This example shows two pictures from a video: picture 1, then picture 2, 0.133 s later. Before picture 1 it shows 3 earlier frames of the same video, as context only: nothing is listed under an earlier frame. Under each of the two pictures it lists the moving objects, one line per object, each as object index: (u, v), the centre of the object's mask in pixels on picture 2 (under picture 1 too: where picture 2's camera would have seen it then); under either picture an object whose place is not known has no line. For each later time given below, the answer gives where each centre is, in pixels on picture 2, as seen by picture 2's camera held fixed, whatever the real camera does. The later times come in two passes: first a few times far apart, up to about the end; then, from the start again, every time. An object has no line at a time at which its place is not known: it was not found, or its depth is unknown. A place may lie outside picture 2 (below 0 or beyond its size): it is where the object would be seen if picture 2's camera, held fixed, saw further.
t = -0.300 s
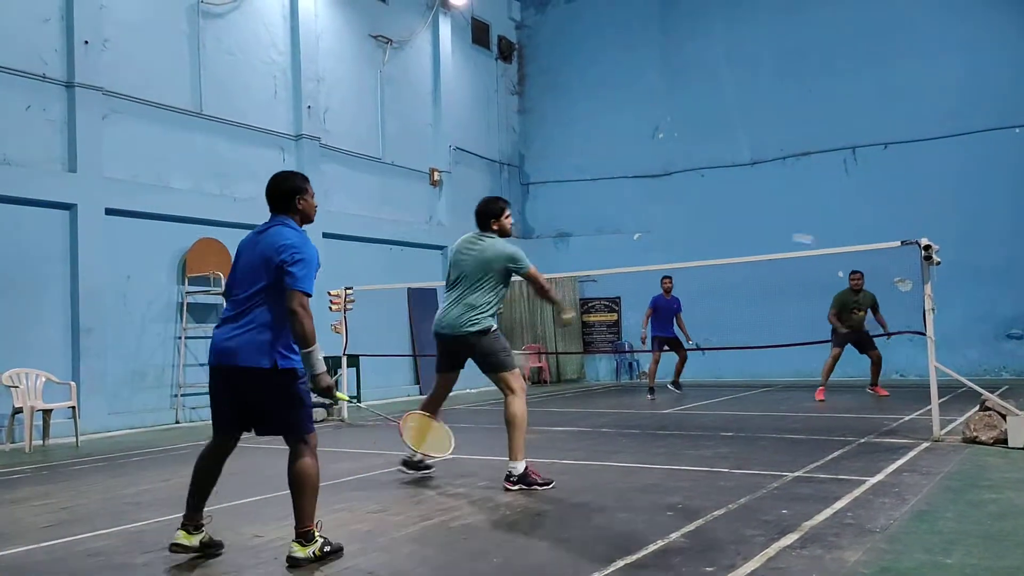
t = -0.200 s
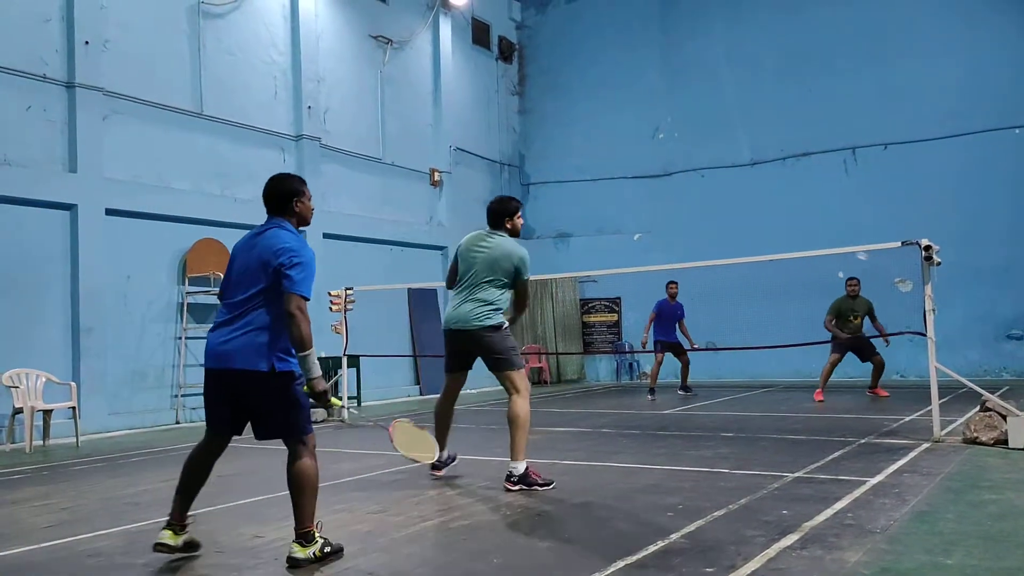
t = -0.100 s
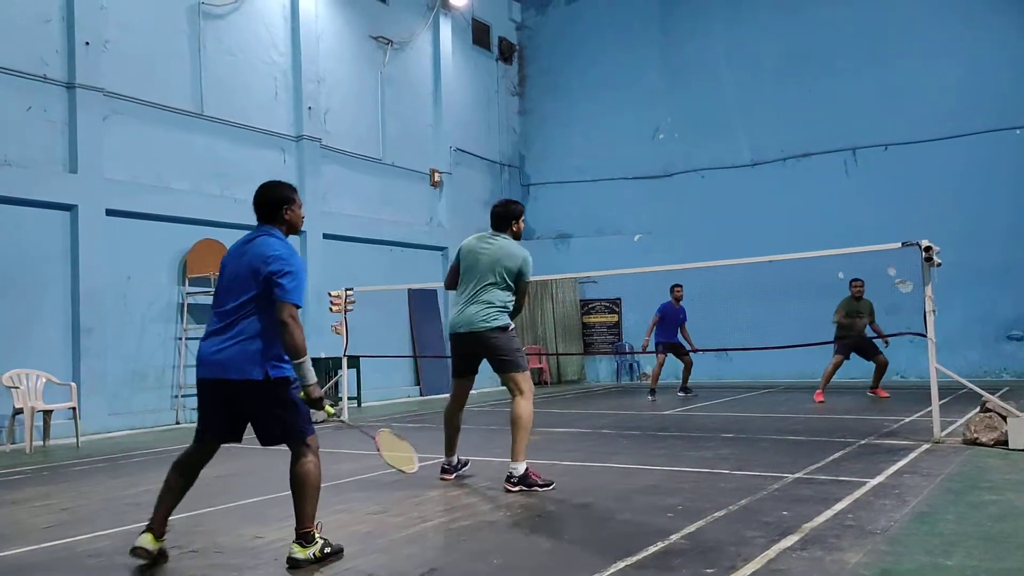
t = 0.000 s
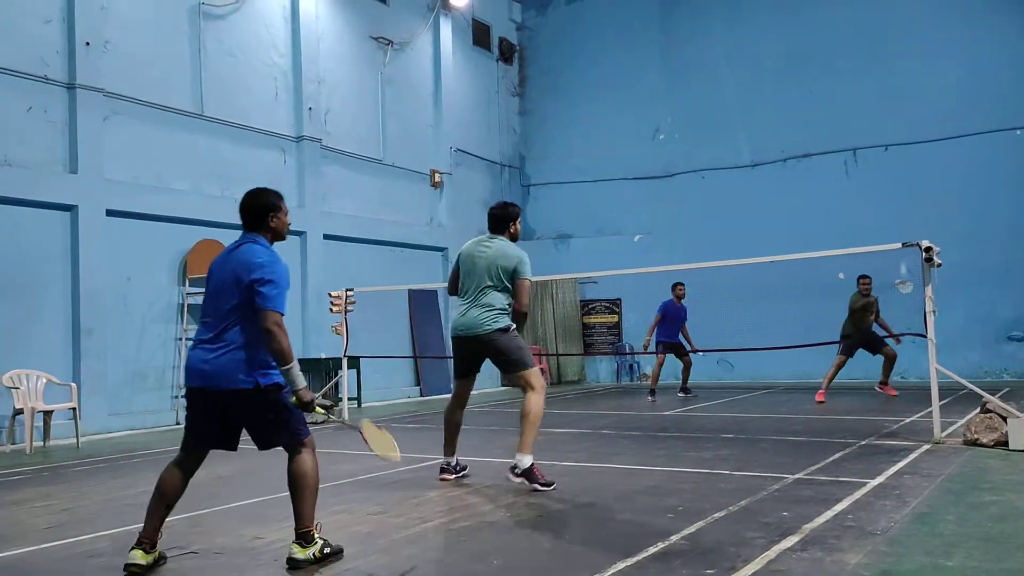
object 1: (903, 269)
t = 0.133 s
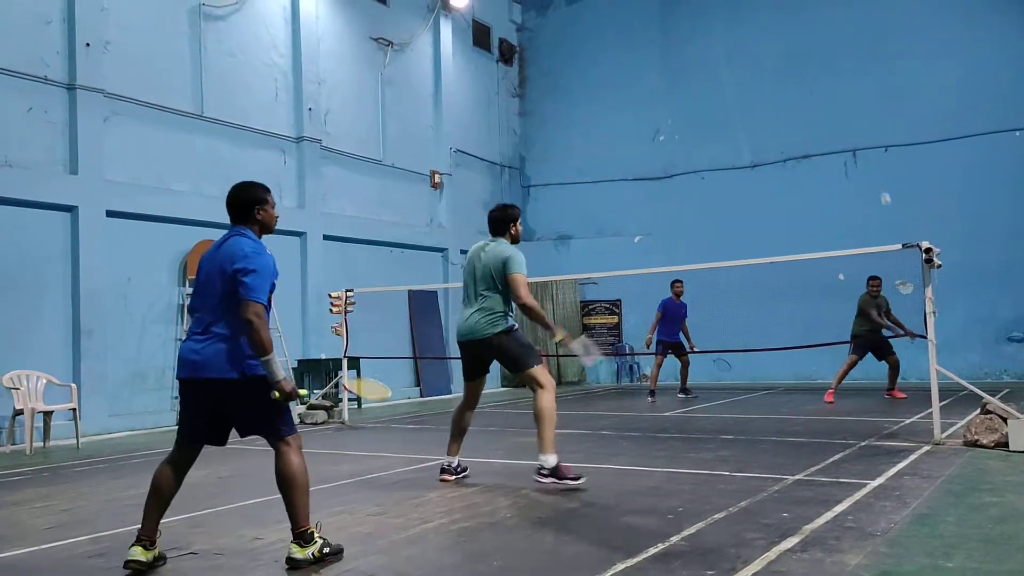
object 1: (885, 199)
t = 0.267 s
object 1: (871, 154)
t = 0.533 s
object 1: (849, 136)
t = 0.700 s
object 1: (840, 185)
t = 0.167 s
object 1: (882, 185)
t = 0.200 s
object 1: (878, 174)
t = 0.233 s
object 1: (874, 163)
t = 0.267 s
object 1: (871, 154)
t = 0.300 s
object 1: (868, 147)
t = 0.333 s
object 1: (865, 140)
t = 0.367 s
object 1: (862, 135)
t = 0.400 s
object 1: (859, 133)
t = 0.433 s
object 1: (856, 131)
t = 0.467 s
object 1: (854, 132)
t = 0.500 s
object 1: (851, 133)
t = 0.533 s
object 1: (849, 136)
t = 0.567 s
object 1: (847, 142)
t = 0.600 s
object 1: (845, 149)
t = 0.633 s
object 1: (843, 159)
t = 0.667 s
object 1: (841, 171)
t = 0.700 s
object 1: (840, 185)
